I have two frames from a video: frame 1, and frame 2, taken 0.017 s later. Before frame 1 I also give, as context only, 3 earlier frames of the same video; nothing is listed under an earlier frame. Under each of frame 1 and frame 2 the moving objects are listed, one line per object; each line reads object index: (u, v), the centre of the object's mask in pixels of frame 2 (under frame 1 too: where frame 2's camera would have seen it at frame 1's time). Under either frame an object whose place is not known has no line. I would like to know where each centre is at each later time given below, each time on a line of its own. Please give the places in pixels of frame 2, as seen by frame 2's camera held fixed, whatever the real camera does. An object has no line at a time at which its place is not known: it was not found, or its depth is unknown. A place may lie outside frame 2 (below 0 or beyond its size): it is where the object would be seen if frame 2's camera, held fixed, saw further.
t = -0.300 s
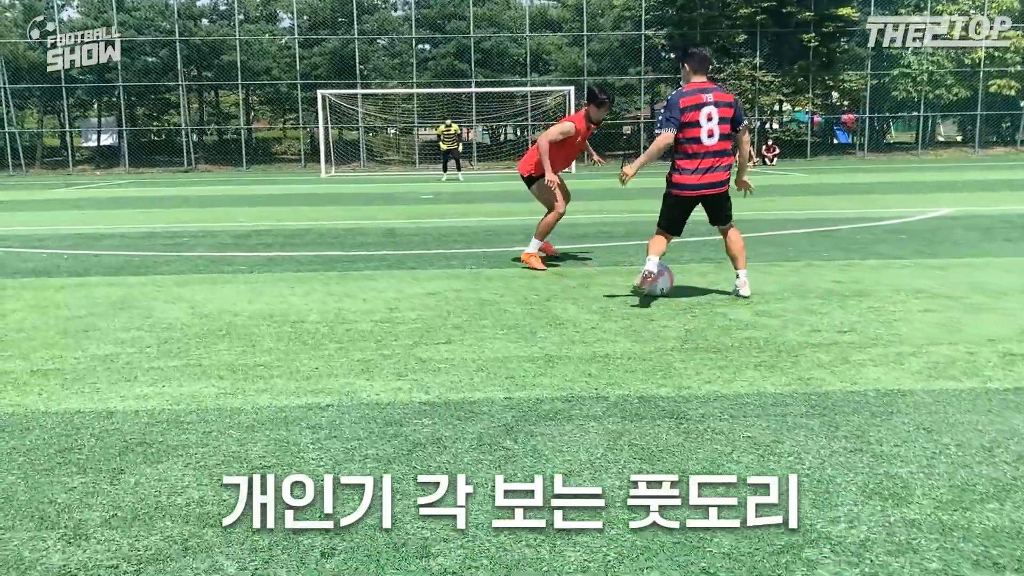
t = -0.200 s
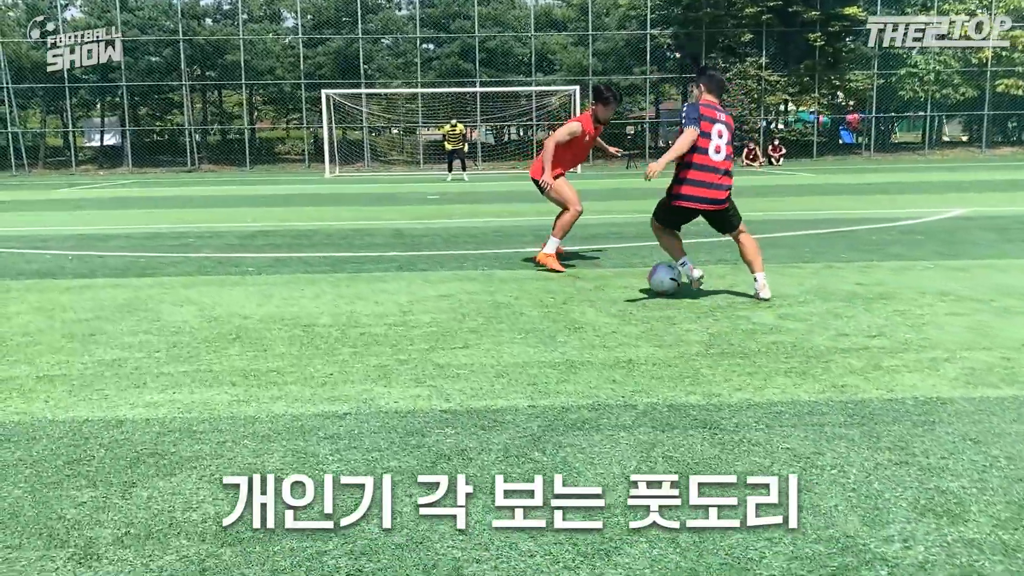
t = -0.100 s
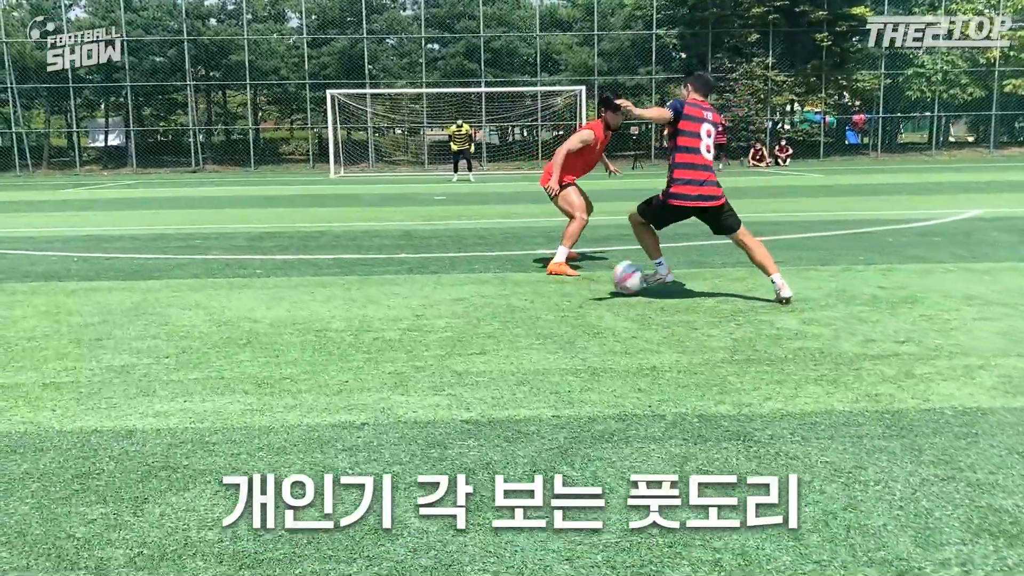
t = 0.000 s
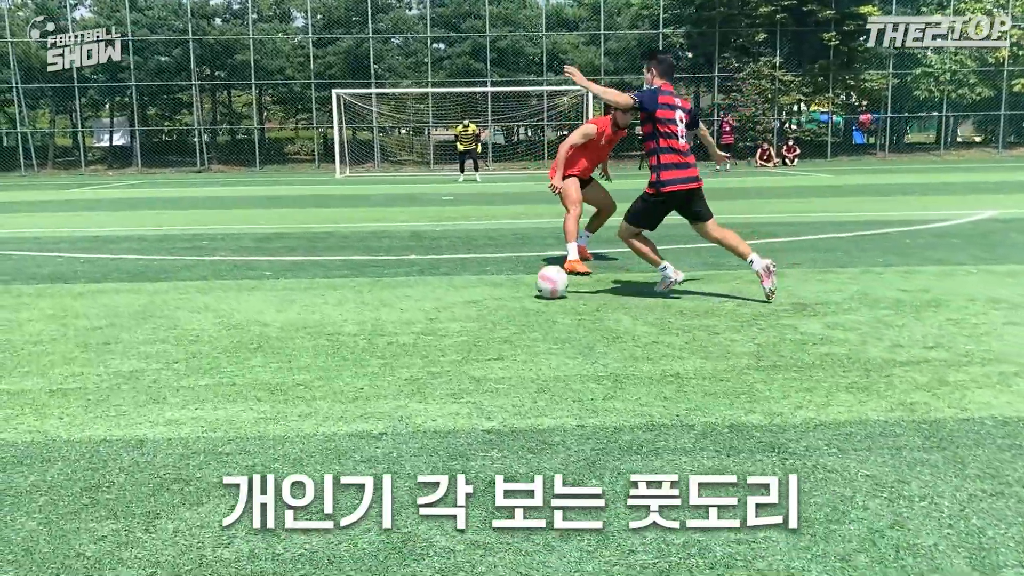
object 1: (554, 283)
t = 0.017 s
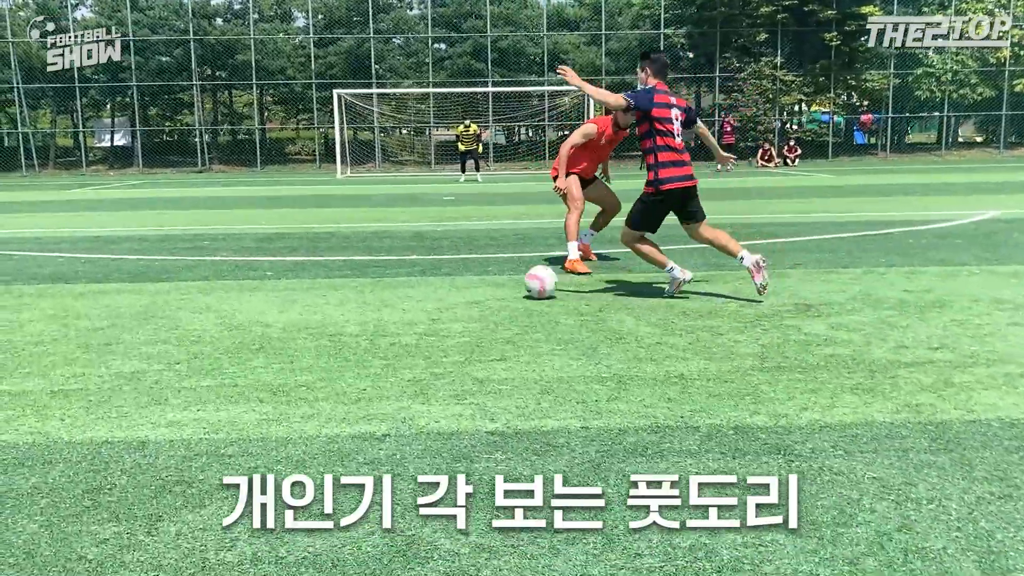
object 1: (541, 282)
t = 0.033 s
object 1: (527, 282)
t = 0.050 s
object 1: (514, 281)
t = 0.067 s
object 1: (500, 281)
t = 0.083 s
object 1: (487, 282)
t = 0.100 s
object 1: (474, 281)
